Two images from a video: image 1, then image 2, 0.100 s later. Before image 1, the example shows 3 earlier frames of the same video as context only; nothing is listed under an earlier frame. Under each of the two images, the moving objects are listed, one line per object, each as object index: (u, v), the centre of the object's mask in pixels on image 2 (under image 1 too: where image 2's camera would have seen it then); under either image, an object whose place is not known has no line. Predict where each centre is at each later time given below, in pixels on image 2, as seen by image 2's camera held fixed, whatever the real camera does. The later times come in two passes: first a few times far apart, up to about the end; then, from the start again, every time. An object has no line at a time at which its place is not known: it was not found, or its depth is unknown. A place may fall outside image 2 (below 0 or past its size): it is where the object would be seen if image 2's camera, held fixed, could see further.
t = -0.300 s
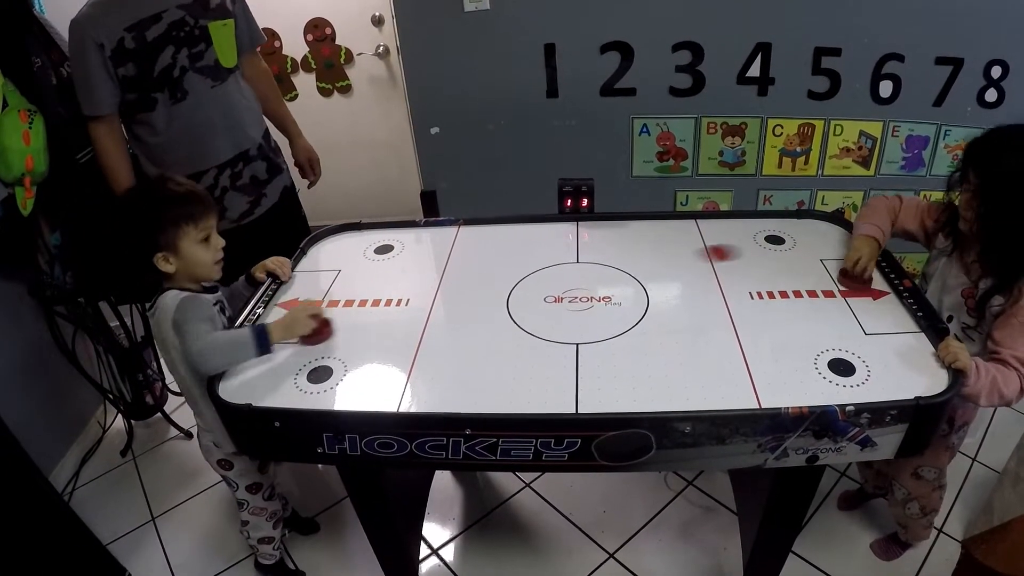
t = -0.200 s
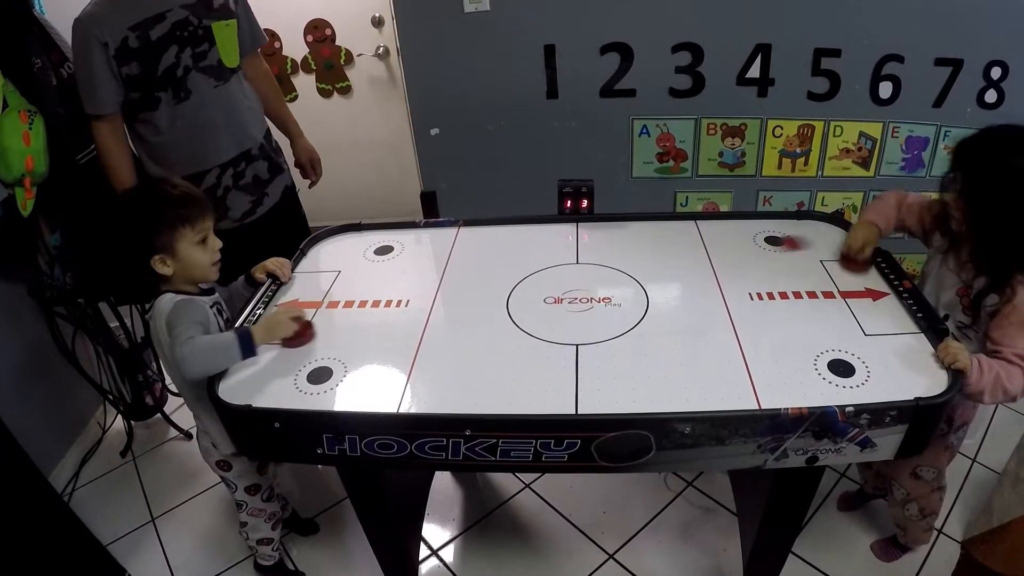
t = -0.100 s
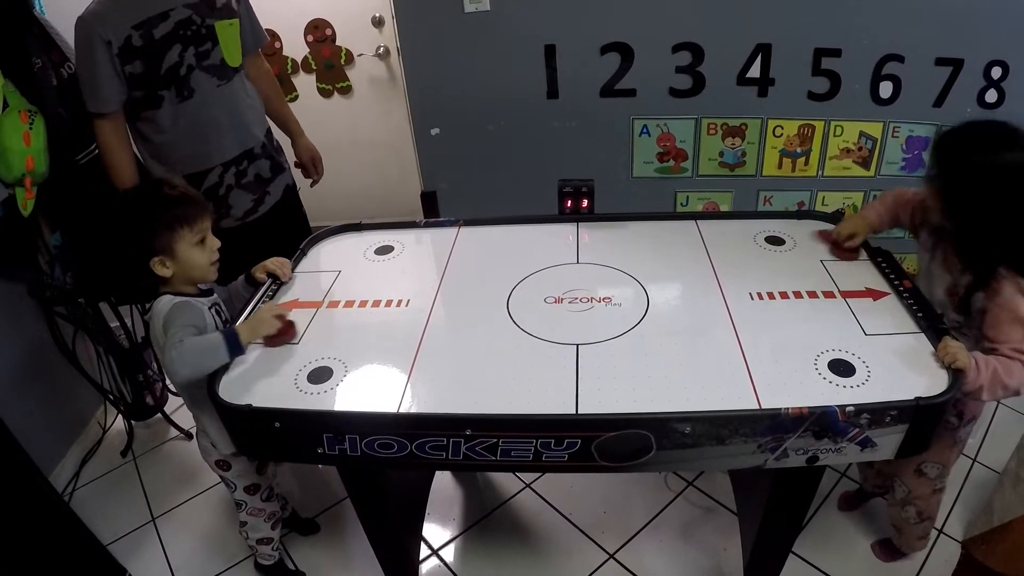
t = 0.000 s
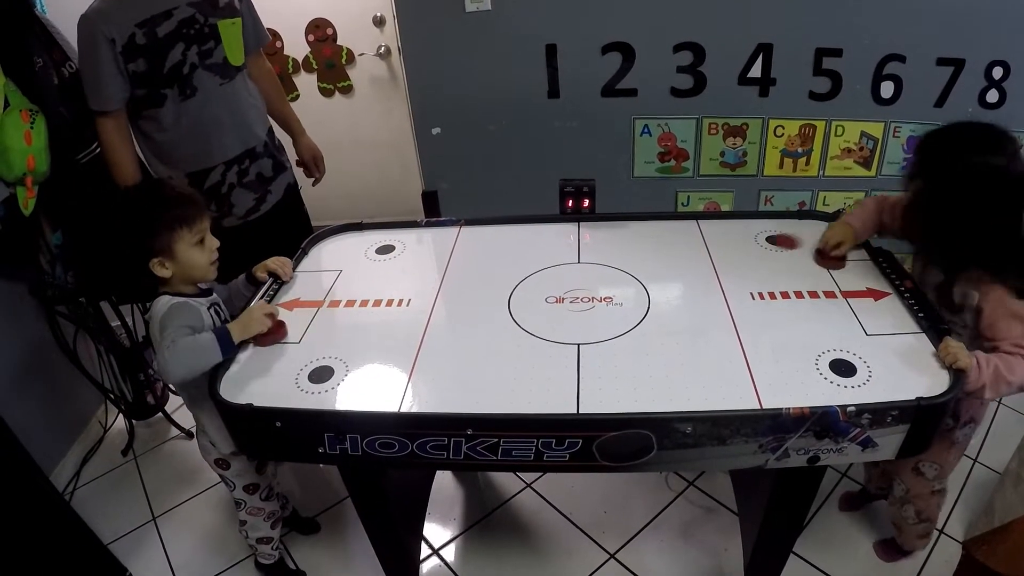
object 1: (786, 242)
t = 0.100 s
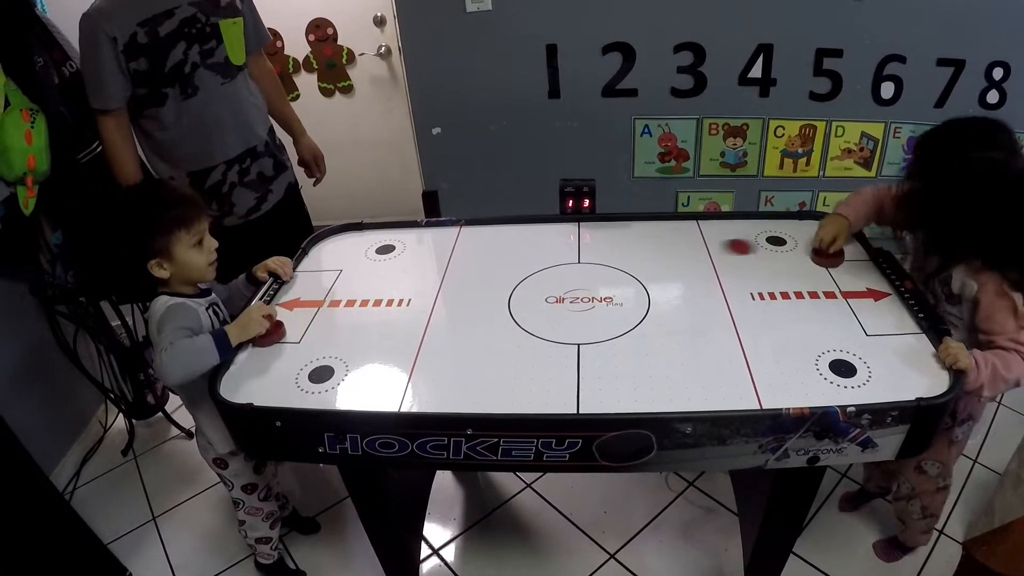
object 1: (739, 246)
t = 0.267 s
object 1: (658, 255)
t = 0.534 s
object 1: (519, 268)
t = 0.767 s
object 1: (402, 279)
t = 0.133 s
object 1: (723, 248)
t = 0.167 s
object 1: (706, 250)
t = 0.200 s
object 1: (690, 252)
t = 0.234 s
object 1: (674, 253)
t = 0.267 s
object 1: (658, 255)
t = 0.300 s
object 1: (640, 257)
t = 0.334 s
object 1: (623, 258)
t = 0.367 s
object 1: (606, 260)
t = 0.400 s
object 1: (589, 262)
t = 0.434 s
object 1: (571, 263)
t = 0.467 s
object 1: (554, 265)
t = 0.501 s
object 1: (536, 266)
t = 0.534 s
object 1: (519, 268)
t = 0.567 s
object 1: (502, 270)
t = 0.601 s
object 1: (485, 271)
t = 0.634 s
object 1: (469, 273)
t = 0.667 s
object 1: (451, 274)
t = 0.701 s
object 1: (435, 276)
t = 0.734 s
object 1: (418, 277)
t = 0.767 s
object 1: (402, 279)
